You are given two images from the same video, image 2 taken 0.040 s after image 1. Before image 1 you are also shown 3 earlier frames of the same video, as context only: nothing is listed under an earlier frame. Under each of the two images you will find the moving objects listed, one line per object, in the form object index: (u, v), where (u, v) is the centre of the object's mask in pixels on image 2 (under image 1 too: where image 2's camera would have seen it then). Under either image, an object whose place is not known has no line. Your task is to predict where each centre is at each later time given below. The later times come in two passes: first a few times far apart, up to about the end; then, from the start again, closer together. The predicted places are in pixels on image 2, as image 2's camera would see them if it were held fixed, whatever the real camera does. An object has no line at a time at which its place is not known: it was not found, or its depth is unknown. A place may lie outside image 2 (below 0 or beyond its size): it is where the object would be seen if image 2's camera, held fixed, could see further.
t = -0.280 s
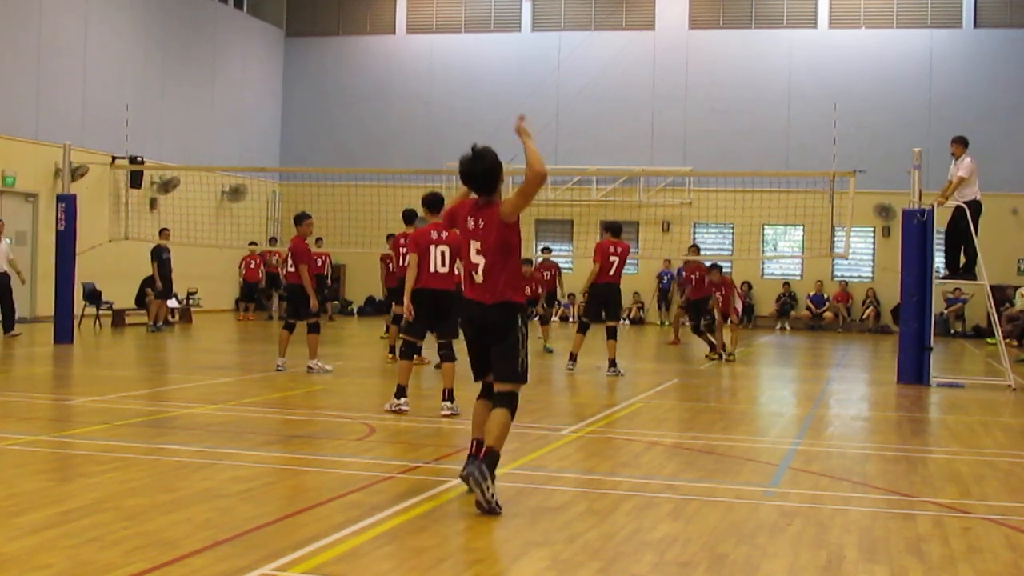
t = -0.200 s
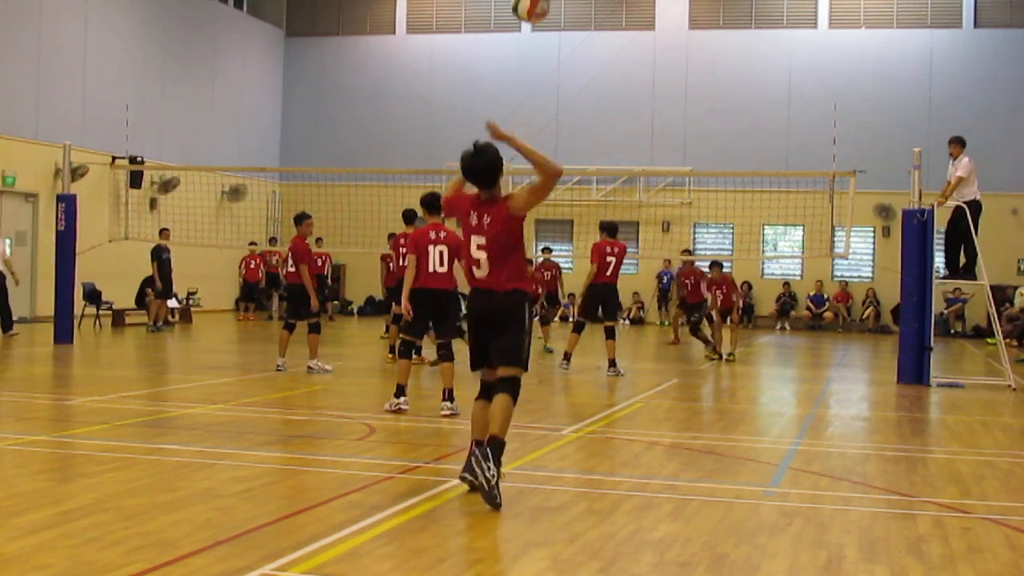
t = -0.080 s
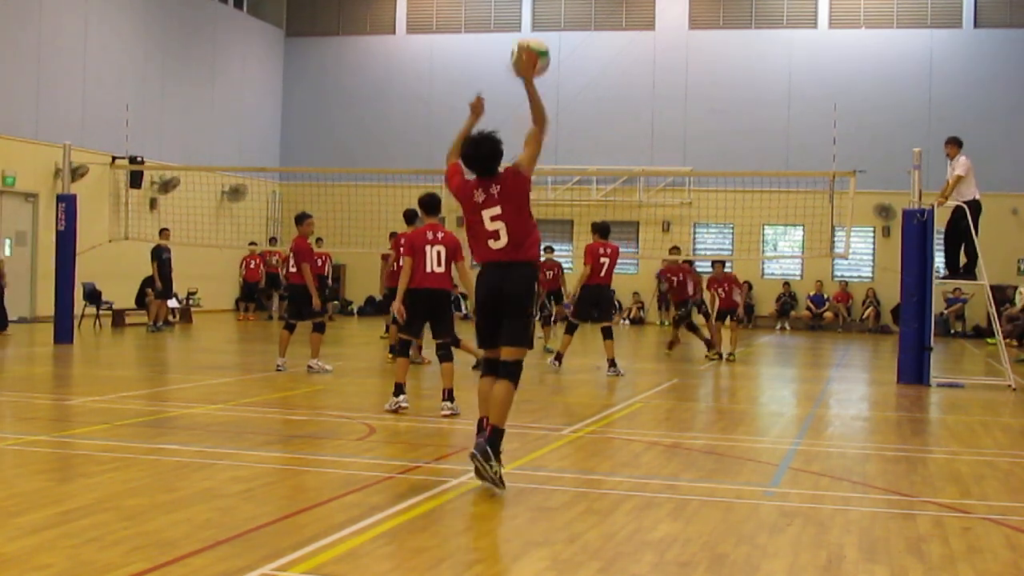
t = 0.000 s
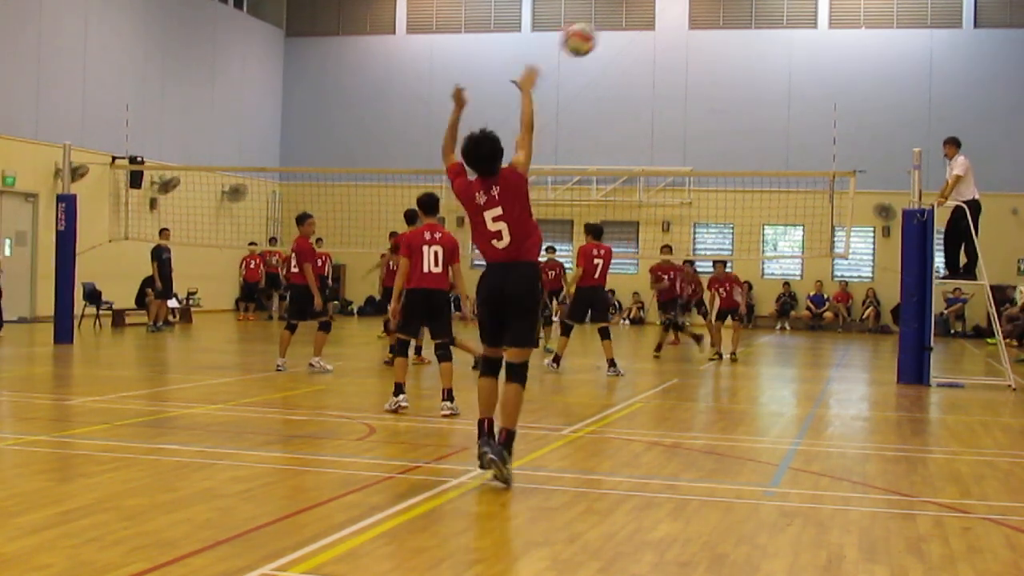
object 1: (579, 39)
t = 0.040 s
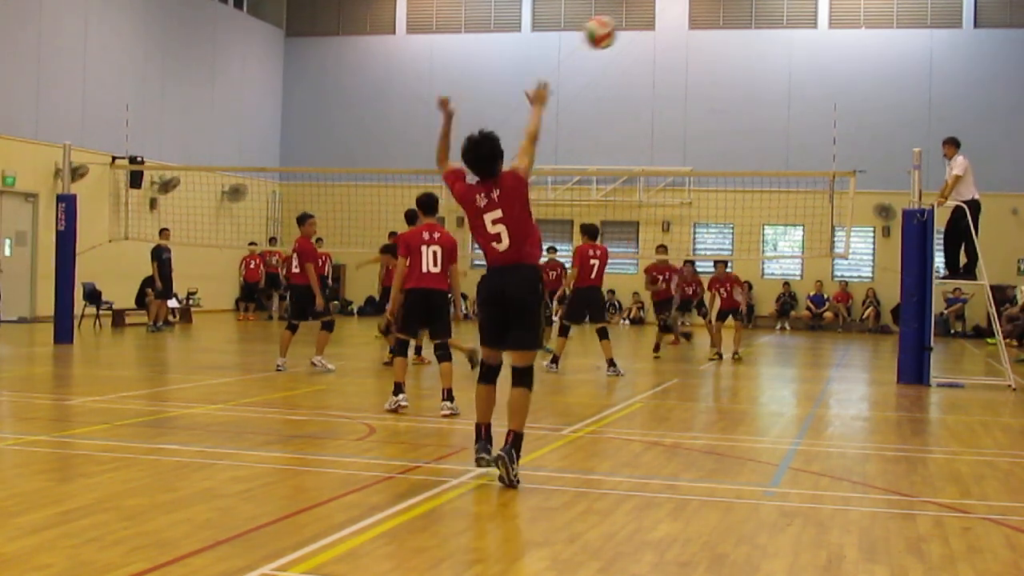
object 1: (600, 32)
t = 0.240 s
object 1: (676, 34)
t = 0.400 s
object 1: (718, 60)
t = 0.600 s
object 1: (756, 112)
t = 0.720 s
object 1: (774, 151)
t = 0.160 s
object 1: (651, 27)
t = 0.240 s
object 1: (676, 34)
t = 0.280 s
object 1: (688, 38)
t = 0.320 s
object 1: (699, 45)
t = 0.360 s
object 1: (709, 51)
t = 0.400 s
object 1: (718, 60)
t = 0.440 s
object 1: (727, 69)
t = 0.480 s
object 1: (735, 78)
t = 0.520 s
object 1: (743, 90)
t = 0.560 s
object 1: (750, 100)
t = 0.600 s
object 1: (756, 112)
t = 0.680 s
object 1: (768, 137)
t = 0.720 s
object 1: (774, 151)
